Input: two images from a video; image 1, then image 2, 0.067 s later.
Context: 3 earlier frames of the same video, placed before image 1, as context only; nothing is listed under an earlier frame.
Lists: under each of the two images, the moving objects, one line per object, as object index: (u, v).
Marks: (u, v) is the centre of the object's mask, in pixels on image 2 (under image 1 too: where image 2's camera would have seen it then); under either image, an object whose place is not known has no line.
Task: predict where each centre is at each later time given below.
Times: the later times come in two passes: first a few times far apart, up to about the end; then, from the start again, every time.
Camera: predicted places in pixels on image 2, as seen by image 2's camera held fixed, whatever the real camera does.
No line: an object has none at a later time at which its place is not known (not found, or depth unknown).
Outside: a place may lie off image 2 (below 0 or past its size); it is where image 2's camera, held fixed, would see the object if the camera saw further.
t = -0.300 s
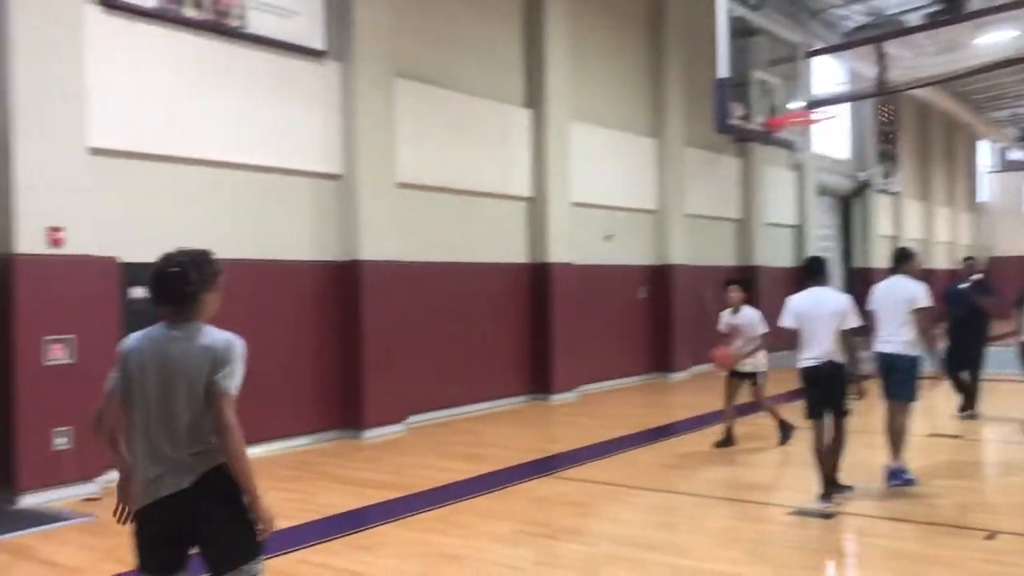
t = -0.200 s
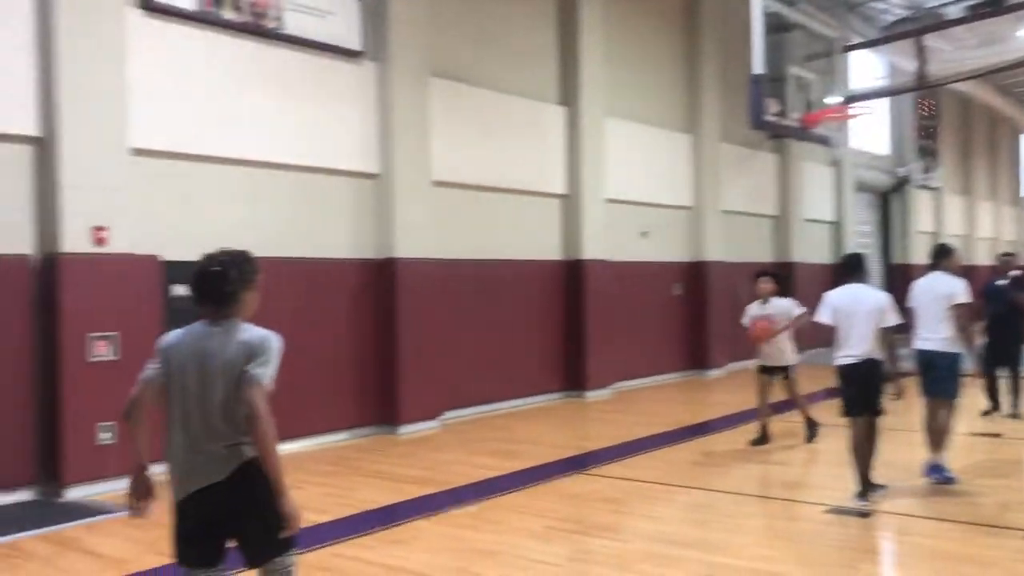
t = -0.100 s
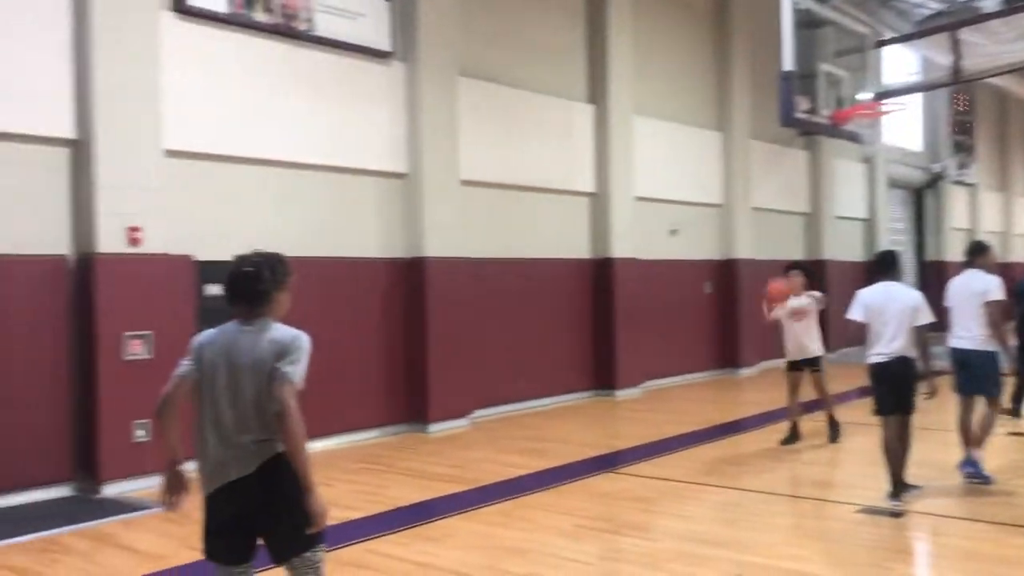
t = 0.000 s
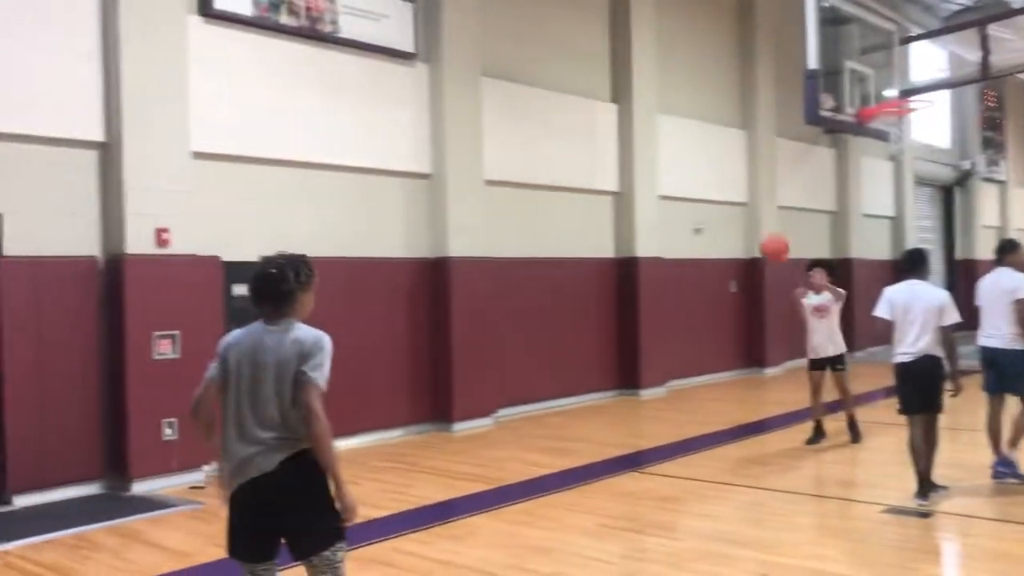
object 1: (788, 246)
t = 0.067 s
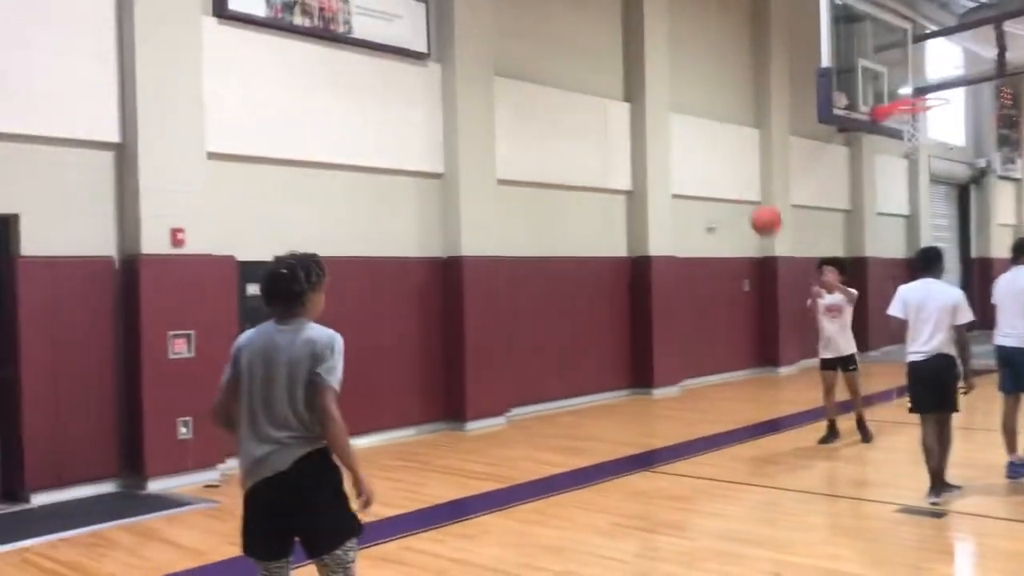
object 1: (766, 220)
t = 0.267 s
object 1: (687, 157)
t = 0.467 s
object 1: (577, 131)
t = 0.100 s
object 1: (755, 208)
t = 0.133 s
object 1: (742, 196)
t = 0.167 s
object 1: (730, 185)
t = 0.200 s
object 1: (715, 175)
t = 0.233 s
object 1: (701, 165)
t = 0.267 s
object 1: (687, 157)
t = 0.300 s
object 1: (671, 149)
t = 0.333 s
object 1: (654, 143)
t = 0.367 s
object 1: (638, 137)
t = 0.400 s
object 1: (619, 134)
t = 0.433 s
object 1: (598, 132)
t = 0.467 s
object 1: (577, 131)
